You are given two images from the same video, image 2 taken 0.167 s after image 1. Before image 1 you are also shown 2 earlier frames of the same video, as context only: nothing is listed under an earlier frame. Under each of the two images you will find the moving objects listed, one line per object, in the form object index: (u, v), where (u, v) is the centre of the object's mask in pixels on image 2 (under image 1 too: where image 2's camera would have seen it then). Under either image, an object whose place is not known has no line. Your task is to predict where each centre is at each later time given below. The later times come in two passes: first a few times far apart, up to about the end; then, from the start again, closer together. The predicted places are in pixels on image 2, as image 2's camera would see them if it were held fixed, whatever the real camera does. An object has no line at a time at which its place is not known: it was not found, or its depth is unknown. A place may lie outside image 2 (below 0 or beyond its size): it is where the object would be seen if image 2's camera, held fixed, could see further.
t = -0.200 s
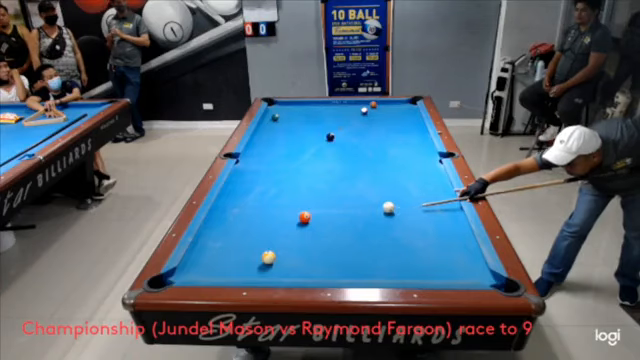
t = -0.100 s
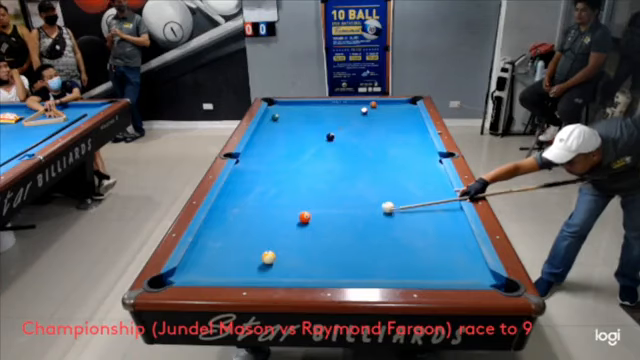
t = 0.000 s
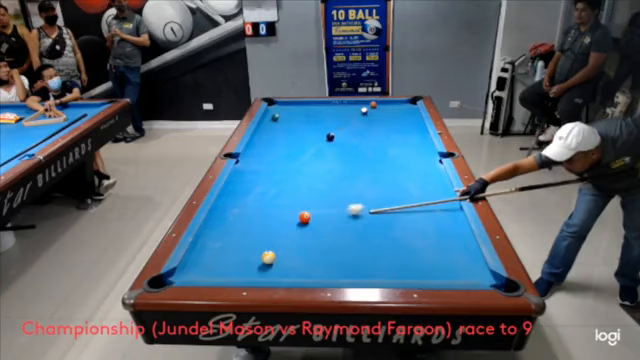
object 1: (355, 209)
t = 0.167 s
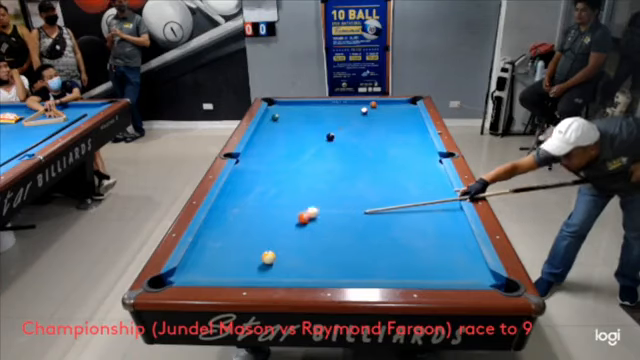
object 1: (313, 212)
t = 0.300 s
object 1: (303, 208)
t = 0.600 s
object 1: (284, 199)
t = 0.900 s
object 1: (267, 192)
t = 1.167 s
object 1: (255, 187)
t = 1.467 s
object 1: (242, 181)
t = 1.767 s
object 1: (233, 176)
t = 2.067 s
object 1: (241, 173)
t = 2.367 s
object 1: (249, 170)
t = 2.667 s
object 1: (256, 167)
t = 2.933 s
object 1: (261, 166)
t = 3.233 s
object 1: (266, 164)
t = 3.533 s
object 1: (269, 163)
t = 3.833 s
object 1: (272, 162)
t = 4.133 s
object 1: (273, 162)
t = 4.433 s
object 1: (273, 162)
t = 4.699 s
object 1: (273, 162)
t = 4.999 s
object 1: (273, 162)
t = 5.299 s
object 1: (273, 162)
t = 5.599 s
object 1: (273, 162)
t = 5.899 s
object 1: (273, 162)
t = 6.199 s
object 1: (273, 162)
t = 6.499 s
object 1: (273, 162)
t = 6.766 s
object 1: (273, 162)
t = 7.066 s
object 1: (273, 162)
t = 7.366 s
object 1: (273, 162)
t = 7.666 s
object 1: (273, 162)
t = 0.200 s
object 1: (310, 211)
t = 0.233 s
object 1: (307, 210)
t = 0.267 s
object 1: (305, 209)
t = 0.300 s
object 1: (303, 208)
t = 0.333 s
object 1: (300, 207)
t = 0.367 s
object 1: (298, 206)
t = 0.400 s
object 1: (296, 205)
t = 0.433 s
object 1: (294, 204)
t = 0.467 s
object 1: (292, 203)
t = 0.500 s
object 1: (290, 202)
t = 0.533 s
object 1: (288, 201)
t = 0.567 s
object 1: (286, 200)
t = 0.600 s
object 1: (284, 199)
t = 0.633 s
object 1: (282, 199)
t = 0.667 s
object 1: (280, 198)
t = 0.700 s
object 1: (278, 197)
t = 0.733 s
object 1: (276, 196)
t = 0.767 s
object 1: (275, 196)
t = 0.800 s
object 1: (273, 195)
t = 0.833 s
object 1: (271, 194)
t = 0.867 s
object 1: (269, 193)
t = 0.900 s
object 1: (267, 192)
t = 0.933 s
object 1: (266, 191)
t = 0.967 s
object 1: (264, 191)
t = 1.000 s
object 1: (263, 190)
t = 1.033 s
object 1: (261, 189)
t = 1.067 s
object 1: (260, 189)
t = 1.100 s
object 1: (258, 188)
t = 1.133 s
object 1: (257, 187)
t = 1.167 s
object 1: (255, 187)
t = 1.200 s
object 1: (253, 186)
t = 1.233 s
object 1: (252, 185)
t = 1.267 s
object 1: (250, 185)
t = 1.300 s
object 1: (249, 184)
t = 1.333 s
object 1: (248, 183)
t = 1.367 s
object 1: (246, 183)
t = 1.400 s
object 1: (245, 182)
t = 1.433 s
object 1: (243, 182)
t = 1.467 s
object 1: (242, 181)
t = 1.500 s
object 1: (241, 180)
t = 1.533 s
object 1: (240, 180)
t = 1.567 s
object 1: (239, 179)
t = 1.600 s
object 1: (237, 179)
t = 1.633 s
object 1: (236, 178)
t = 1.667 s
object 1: (235, 177)
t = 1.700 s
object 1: (234, 177)
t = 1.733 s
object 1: (233, 176)
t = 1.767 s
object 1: (233, 176)
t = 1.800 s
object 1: (234, 176)
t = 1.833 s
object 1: (235, 175)
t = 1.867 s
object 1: (236, 175)
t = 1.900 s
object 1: (237, 174)
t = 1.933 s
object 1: (238, 174)
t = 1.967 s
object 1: (239, 174)
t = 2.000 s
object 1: (240, 173)
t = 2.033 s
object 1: (240, 173)
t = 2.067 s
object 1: (241, 173)
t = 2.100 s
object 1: (242, 172)
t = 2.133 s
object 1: (243, 172)
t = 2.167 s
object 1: (244, 172)
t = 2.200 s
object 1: (245, 171)
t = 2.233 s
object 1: (246, 171)
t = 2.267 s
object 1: (247, 170)
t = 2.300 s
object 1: (248, 170)
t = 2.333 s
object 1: (248, 170)
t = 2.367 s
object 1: (249, 170)
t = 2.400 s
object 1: (250, 170)
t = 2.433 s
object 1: (251, 169)
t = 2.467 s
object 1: (252, 169)
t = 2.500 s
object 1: (252, 169)
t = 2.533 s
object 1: (253, 168)
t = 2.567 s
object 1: (254, 168)
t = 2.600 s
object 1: (255, 168)
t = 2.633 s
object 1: (255, 168)
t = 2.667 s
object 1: (256, 167)
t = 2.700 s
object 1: (256, 167)
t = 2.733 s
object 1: (257, 167)
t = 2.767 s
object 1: (258, 167)
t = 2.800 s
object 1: (259, 167)
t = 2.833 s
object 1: (259, 166)
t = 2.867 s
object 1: (260, 166)
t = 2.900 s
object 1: (260, 166)
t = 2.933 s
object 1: (261, 166)
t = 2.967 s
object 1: (261, 166)
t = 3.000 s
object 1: (262, 165)
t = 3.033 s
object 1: (262, 165)
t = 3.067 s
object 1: (263, 165)
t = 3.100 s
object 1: (263, 165)
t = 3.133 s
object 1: (264, 165)
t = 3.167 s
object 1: (264, 165)
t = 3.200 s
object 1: (265, 165)
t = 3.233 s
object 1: (266, 164)
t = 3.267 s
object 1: (266, 164)
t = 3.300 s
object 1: (266, 164)
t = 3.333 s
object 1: (267, 164)
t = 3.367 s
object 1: (267, 164)
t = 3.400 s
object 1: (268, 164)
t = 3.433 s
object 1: (268, 164)
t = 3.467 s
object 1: (268, 164)
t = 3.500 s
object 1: (269, 163)
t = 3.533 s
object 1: (269, 163)
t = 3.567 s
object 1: (270, 163)
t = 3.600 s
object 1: (270, 163)
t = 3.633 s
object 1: (270, 163)
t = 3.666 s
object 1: (270, 163)
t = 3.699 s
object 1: (270, 163)
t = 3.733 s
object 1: (271, 162)
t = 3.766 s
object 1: (271, 163)
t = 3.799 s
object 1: (271, 163)
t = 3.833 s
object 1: (272, 162)
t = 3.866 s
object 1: (272, 162)
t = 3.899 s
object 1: (272, 162)
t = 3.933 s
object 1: (272, 162)
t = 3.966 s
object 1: (272, 162)
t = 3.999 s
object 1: (272, 162)
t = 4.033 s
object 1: (273, 162)
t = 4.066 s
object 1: (273, 162)
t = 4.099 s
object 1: (273, 162)
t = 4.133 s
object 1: (273, 162)
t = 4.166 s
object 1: (273, 162)
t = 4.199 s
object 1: (273, 162)
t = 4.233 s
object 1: (273, 162)
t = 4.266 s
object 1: (273, 162)
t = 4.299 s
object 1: (273, 162)
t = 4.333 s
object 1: (273, 162)
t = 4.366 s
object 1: (273, 162)
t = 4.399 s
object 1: (273, 162)
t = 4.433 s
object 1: (273, 162)
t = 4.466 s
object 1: (273, 162)
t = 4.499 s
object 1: (273, 162)
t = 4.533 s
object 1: (273, 162)
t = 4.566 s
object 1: (273, 162)
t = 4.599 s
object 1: (273, 162)
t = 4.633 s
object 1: (273, 162)
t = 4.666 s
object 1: (273, 162)
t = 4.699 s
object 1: (273, 162)
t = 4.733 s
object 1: (273, 162)
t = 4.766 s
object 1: (273, 162)
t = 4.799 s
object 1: (273, 162)
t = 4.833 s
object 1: (273, 162)
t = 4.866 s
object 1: (273, 162)
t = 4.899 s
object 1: (273, 162)
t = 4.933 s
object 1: (273, 162)
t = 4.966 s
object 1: (273, 162)
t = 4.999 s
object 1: (273, 162)
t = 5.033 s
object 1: (273, 162)
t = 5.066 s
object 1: (273, 162)
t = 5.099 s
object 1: (273, 162)
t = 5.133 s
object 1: (273, 162)
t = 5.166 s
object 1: (273, 162)
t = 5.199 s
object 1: (273, 162)
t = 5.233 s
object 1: (273, 162)
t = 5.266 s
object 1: (273, 162)
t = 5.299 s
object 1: (273, 162)
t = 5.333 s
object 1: (273, 162)
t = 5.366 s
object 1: (273, 162)
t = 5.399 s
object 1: (273, 162)
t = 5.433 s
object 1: (273, 162)
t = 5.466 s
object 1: (273, 162)
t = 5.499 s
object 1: (273, 162)
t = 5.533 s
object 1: (273, 162)
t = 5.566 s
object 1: (273, 162)
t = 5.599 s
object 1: (273, 162)
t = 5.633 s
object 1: (273, 162)
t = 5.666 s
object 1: (273, 162)
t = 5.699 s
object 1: (273, 162)
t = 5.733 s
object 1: (273, 162)
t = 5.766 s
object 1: (273, 162)
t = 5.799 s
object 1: (273, 162)
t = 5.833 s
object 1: (273, 162)
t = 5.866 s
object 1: (273, 162)
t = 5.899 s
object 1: (273, 162)
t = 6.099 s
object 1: (274, 162)
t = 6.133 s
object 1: (273, 162)
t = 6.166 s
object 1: (273, 162)
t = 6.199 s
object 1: (273, 162)
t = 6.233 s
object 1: (273, 162)
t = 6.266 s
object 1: (273, 162)
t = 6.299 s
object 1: (273, 162)
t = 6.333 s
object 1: (273, 162)
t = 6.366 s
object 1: (273, 162)
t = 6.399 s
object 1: (273, 162)
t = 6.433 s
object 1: (273, 162)
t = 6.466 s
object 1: (273, 162)
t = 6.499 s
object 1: (273, 162)
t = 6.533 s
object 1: (273, 162)
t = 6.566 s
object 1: (273, 162)
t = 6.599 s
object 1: (273, 162)
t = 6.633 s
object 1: (273, 162)
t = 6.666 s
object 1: (273, 162)
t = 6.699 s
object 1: (273, 162)
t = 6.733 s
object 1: (273, 162)
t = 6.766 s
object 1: (273, 162)
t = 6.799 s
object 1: (273, 162)
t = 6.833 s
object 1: (273, 162)
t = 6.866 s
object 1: (273, 162)
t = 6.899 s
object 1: (273, 162)
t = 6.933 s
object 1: (273, 162)
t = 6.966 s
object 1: (273, 162)
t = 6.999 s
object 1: (273, 162)
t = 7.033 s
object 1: (273, 162)
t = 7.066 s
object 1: (273, 162)
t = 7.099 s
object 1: (273, 162)
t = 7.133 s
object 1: (273, 162)
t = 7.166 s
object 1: (273, 162)
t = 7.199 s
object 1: (273, 162)
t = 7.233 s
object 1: (273, 162)
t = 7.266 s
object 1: (273, 162)
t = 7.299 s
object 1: (273, 162)
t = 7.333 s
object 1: (273, 162)
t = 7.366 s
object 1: (273, 162)
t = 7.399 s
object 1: (273, 162)
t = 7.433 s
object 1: (273, 162)
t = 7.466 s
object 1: (273, 162)
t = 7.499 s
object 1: (273, 162)
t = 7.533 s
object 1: (273, 162)
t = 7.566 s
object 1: (273, 162)
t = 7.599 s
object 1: (273, 162)
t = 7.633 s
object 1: (273, 162)
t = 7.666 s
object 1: (273, 162)
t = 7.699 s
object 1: (273, 162)
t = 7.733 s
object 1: (273, 162)
